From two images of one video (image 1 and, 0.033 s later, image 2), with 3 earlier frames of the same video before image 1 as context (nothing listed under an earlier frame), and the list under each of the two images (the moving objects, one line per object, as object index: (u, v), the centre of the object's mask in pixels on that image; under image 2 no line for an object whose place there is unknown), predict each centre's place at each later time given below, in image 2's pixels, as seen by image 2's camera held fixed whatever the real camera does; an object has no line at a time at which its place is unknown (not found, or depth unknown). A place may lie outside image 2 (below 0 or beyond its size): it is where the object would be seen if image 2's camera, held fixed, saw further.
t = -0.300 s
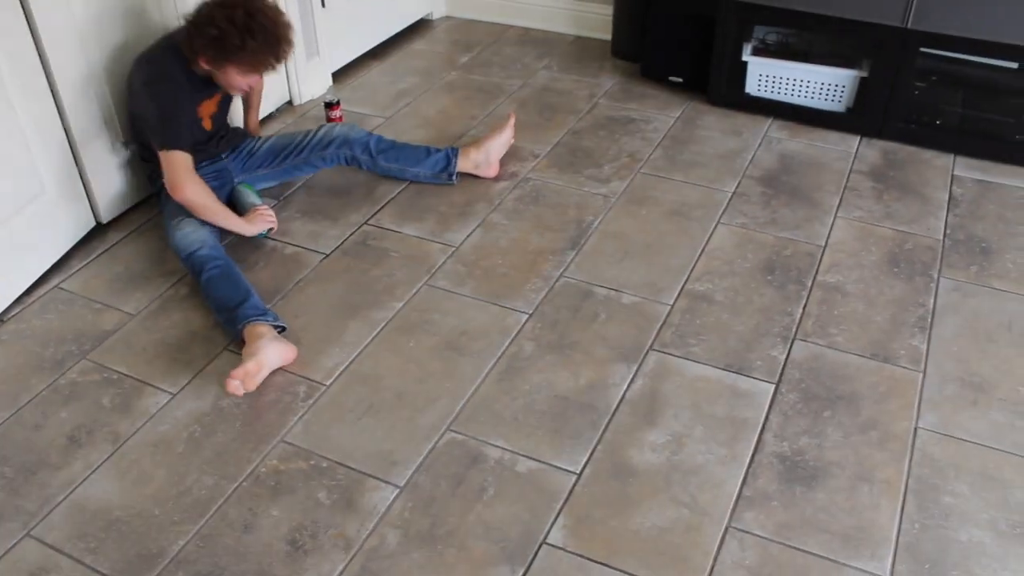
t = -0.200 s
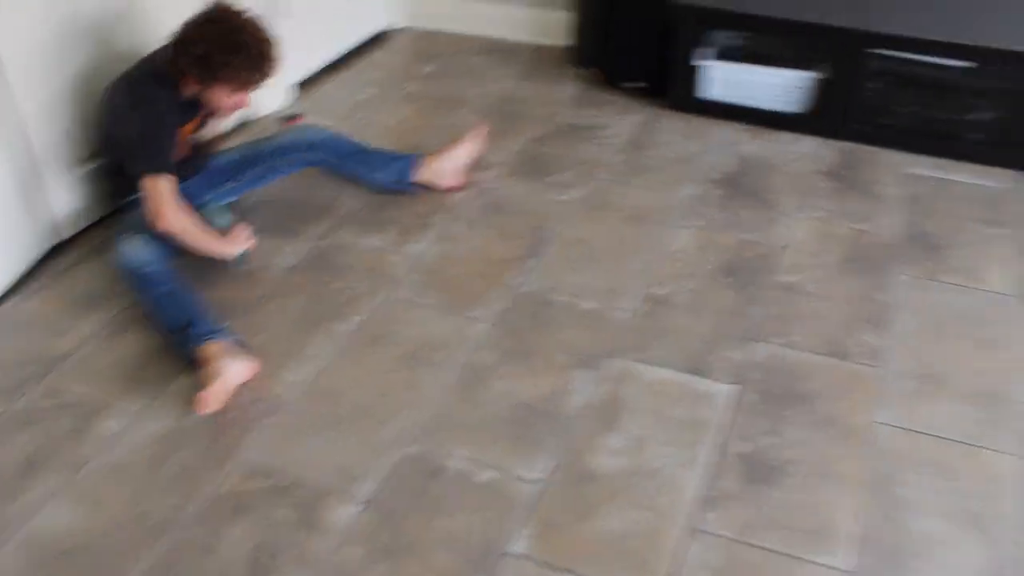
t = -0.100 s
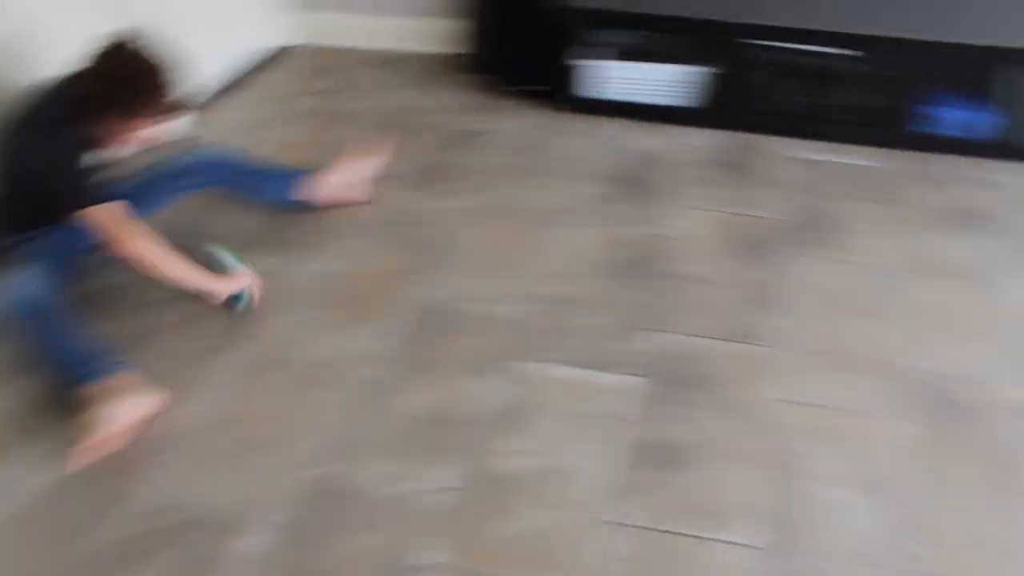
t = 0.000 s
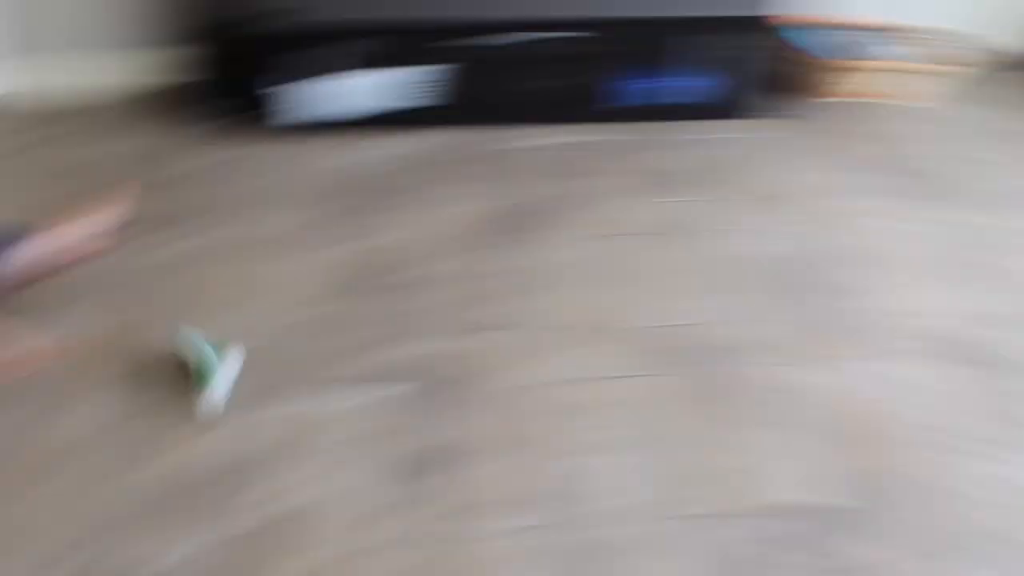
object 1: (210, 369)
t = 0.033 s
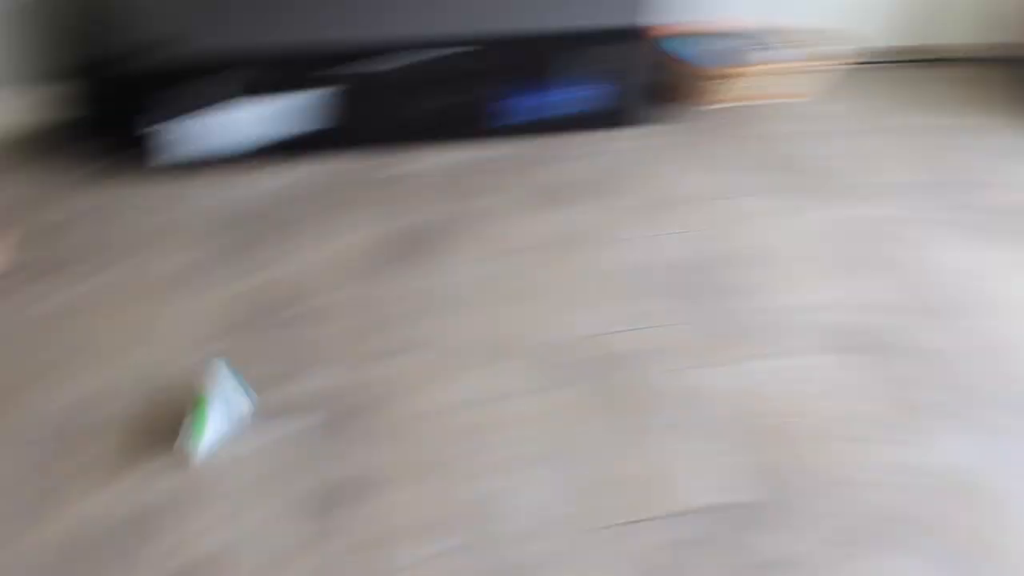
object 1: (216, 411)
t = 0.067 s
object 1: (322, 411)
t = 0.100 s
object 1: (420, 413)
